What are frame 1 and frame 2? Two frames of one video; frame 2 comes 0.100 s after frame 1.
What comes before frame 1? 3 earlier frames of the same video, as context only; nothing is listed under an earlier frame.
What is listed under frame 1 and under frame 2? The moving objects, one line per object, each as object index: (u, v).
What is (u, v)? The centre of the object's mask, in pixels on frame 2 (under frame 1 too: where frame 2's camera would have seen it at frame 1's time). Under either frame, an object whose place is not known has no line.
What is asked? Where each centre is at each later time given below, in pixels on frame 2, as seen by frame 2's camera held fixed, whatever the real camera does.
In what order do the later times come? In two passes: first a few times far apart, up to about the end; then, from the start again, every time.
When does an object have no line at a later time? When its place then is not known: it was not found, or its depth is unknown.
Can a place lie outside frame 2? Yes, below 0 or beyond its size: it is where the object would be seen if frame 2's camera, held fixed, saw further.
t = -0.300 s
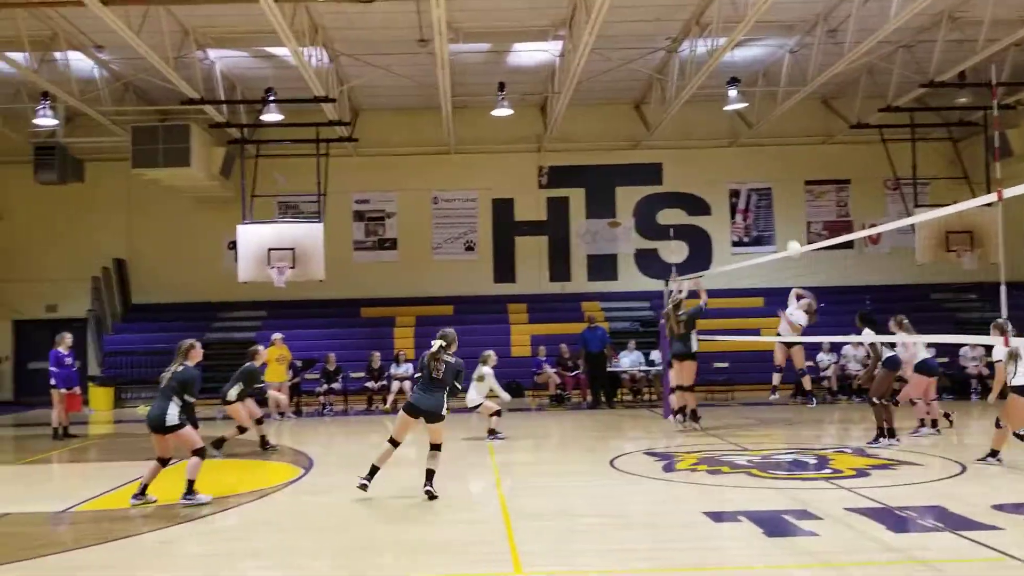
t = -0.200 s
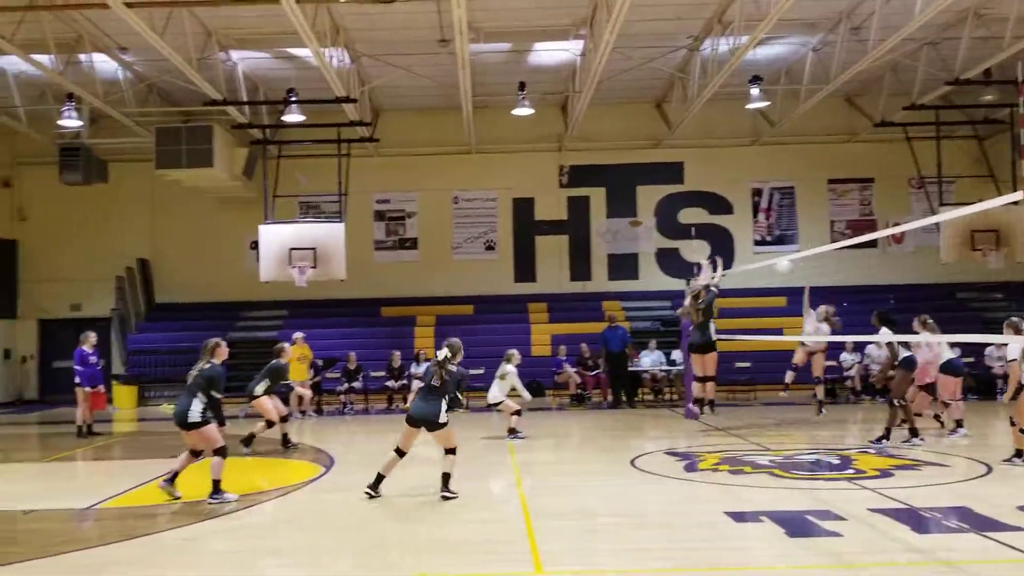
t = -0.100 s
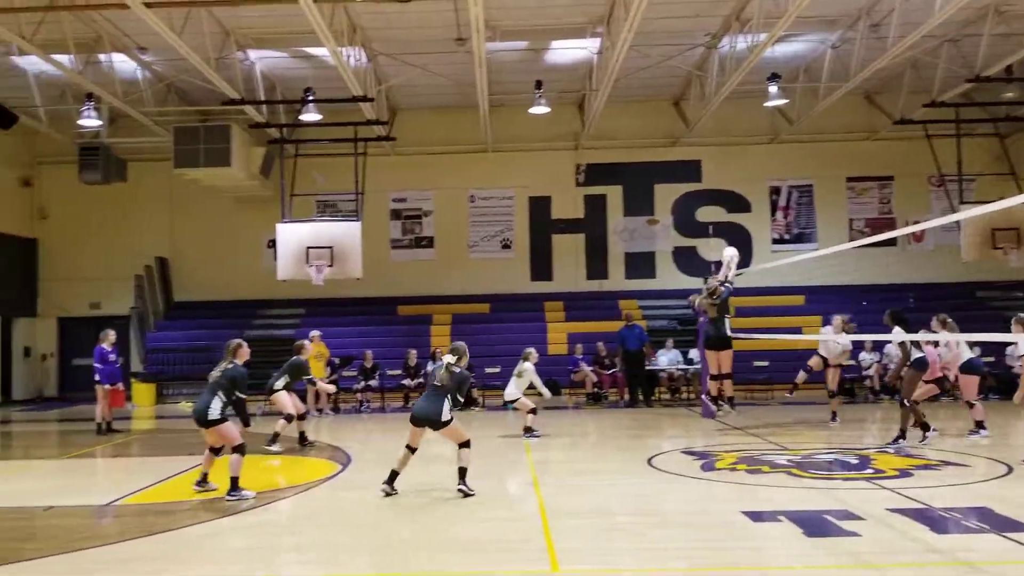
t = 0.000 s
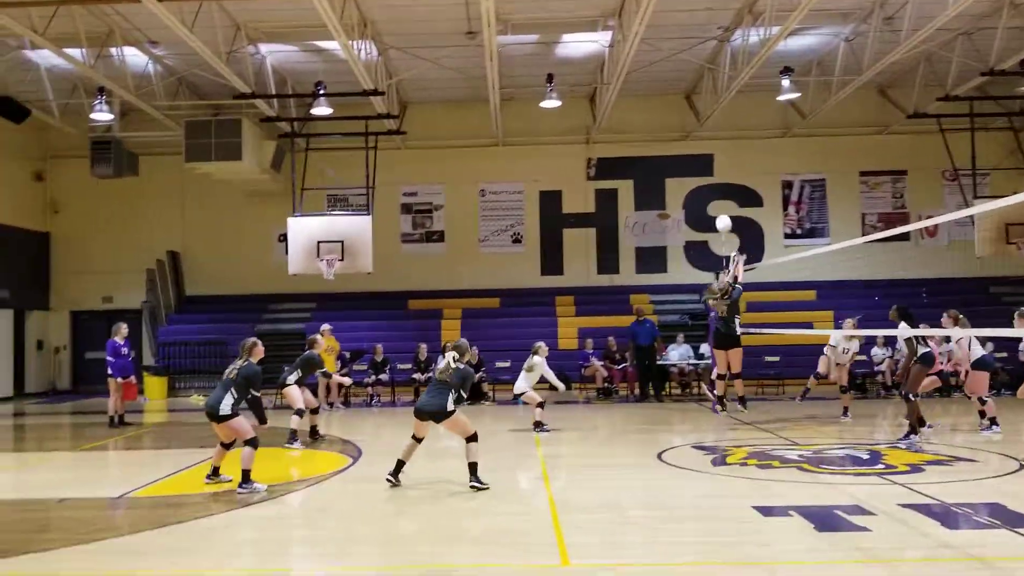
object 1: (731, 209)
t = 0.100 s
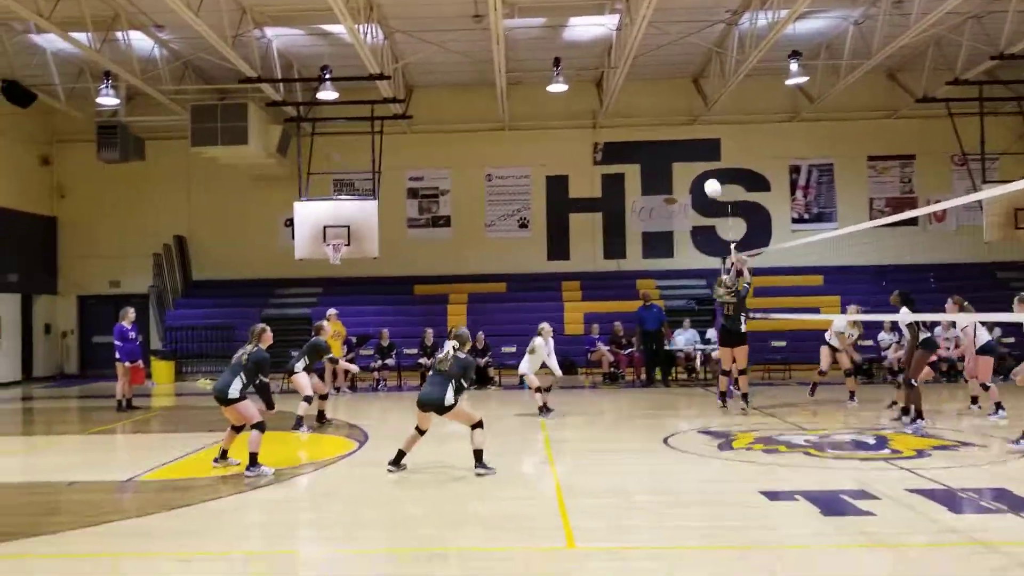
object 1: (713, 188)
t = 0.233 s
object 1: (687, 172)
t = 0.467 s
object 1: (639, 175)
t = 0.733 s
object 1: (578, 237)
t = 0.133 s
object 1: (707, 183)
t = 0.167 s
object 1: (700, 179)
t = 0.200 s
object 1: (694, 175)
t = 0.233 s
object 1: (687, 172)
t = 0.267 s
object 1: (680, 170)
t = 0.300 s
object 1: (674, 169)
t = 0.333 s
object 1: (667, 168)
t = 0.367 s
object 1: (660, 169)
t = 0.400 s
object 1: (653, 170)
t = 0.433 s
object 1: (646, 173)
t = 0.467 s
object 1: (639, 175)
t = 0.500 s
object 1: (631, 179)
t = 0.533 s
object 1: (624, 185)
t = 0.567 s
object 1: (616, 191)
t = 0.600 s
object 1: (609, 197)
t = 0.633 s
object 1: (602, 205)
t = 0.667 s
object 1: (594, 215)
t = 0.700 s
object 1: (585, 225)
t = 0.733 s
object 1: (578, 237)
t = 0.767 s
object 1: (570, 249)
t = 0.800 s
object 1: (562, 263)
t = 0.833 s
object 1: (553, 278)
